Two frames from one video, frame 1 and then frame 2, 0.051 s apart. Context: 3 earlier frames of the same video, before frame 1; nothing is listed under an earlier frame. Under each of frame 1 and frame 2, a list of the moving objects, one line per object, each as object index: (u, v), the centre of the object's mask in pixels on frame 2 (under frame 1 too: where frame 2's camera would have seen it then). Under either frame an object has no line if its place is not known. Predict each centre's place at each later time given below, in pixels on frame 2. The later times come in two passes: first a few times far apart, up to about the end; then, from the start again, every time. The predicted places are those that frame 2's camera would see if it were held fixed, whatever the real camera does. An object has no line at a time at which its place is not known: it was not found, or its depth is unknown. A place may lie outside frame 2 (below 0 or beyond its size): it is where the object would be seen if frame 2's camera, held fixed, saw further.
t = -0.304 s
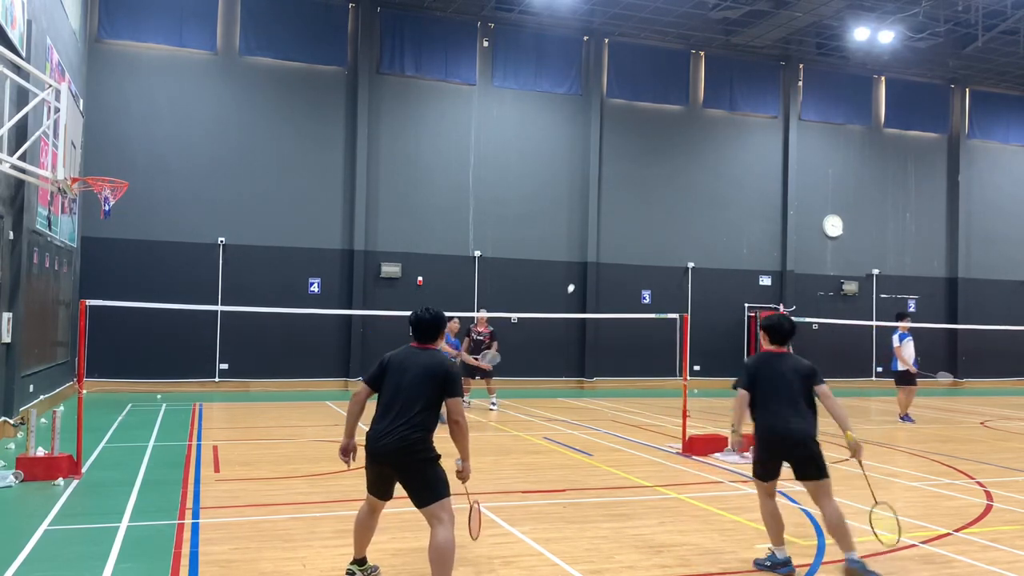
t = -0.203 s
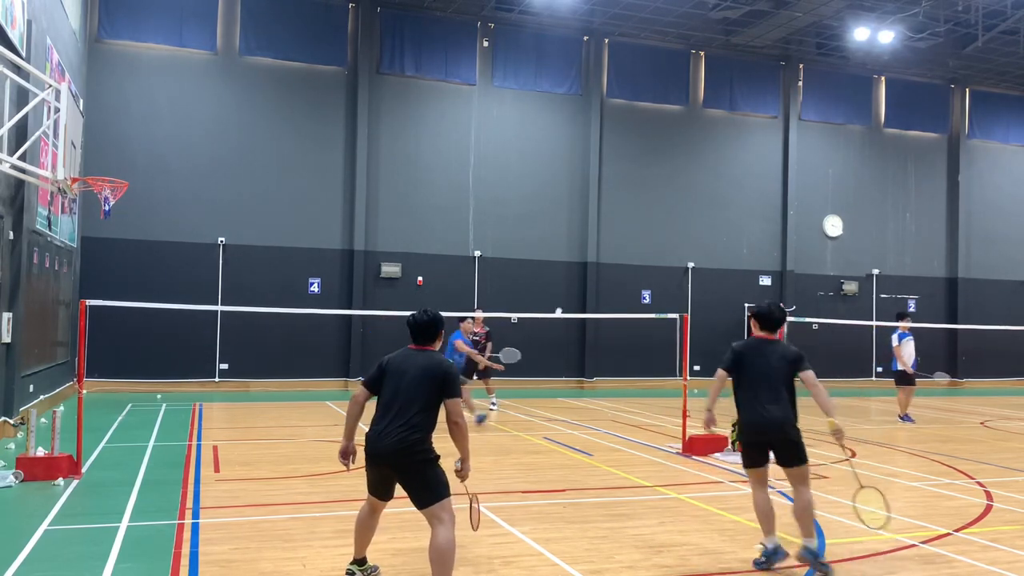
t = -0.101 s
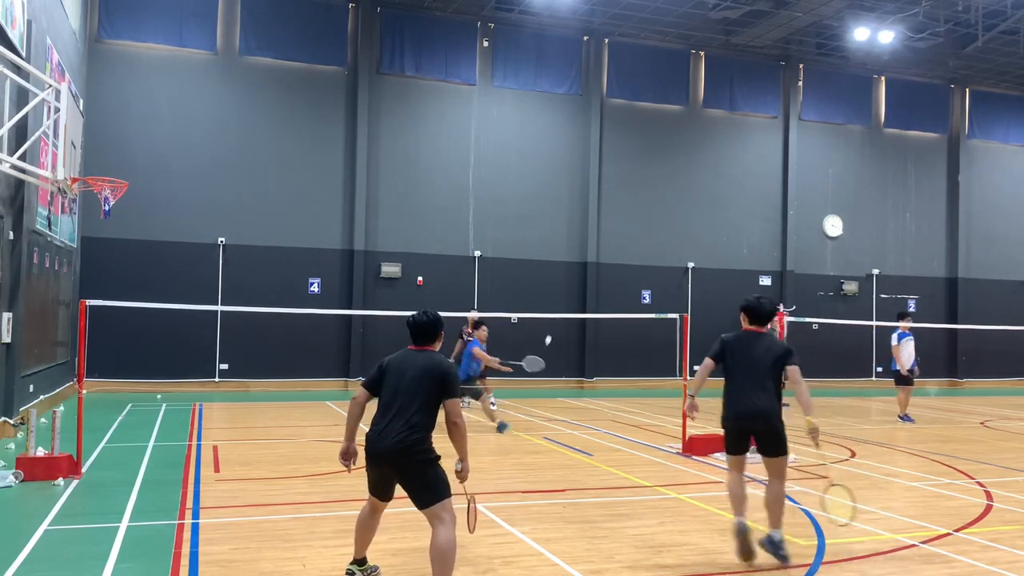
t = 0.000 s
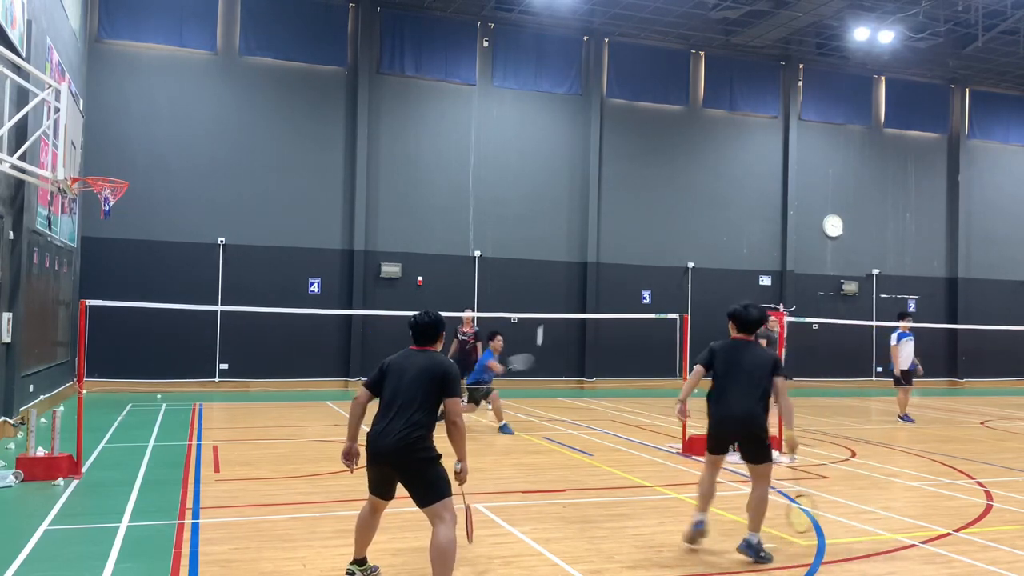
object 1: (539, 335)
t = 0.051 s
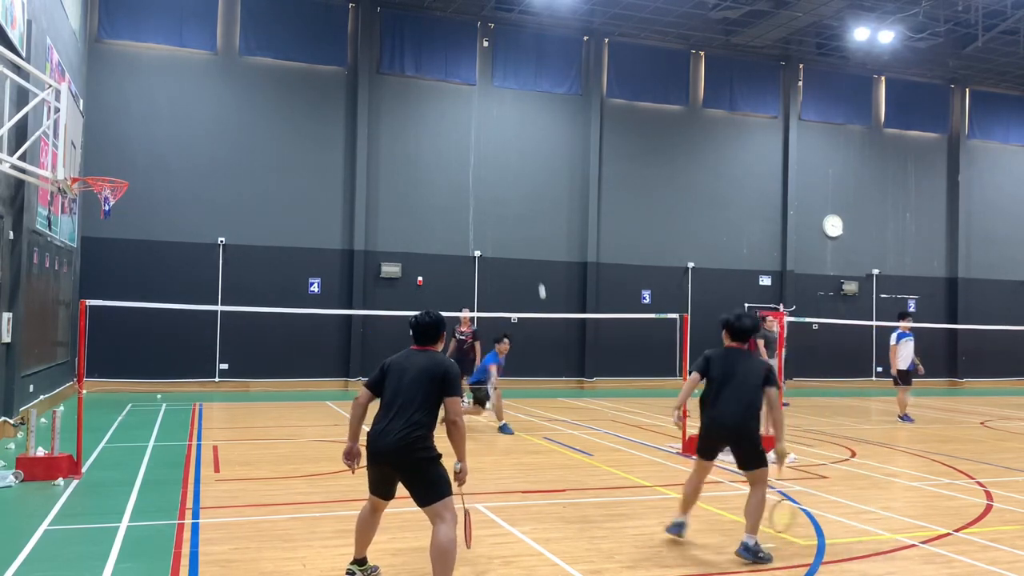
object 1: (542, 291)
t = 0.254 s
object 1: (532, 164)
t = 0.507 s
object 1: (517, 65)
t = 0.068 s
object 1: (540, 280)
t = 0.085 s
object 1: (539, 269)
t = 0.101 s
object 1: (539, 256)
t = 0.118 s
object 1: (538, 245)
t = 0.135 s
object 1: (537, 234)
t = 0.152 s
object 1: (536, 223)
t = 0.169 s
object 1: (536, 212)
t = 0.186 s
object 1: (535, 202)
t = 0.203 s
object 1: (534, 193)
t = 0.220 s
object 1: (533, 183)
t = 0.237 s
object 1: (533, 174)
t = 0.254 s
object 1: (532, 164)
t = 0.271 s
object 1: (531, 155)
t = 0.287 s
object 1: (530, 147)
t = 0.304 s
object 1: (530, 139)
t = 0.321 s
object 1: (529, 131)
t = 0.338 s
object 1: (528, 124)
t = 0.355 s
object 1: (527, 117)
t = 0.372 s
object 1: (526, 110)
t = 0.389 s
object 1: (525, 103)
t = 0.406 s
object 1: (524, 96)
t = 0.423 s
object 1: (523, 90)
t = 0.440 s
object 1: (522, 84)
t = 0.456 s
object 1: (521, 79)
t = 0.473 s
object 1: (520, 74)
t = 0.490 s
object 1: (518, 69)
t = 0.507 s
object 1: (517, 65)
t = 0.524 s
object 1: (516, 61)
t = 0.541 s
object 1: (515, 58)
